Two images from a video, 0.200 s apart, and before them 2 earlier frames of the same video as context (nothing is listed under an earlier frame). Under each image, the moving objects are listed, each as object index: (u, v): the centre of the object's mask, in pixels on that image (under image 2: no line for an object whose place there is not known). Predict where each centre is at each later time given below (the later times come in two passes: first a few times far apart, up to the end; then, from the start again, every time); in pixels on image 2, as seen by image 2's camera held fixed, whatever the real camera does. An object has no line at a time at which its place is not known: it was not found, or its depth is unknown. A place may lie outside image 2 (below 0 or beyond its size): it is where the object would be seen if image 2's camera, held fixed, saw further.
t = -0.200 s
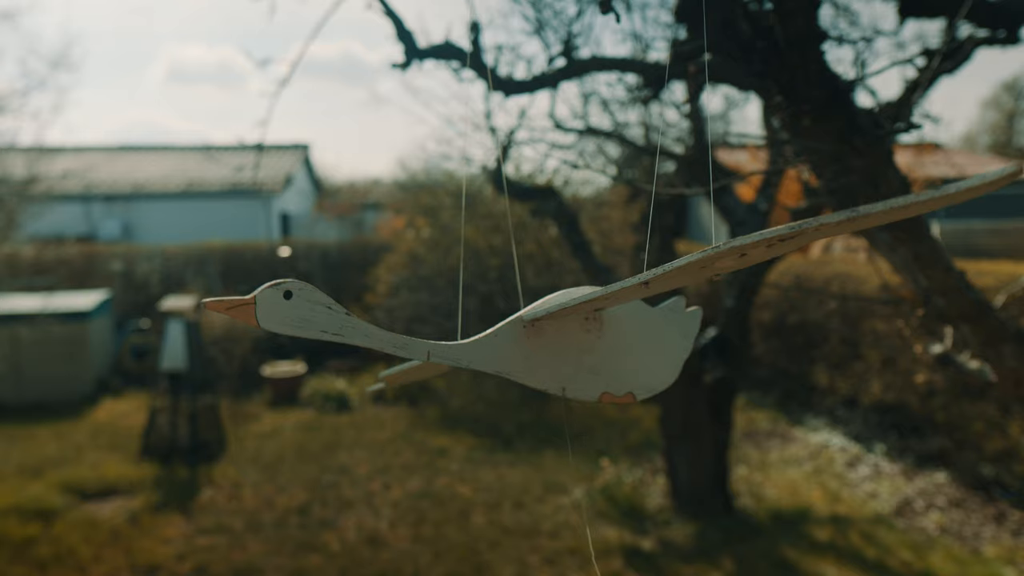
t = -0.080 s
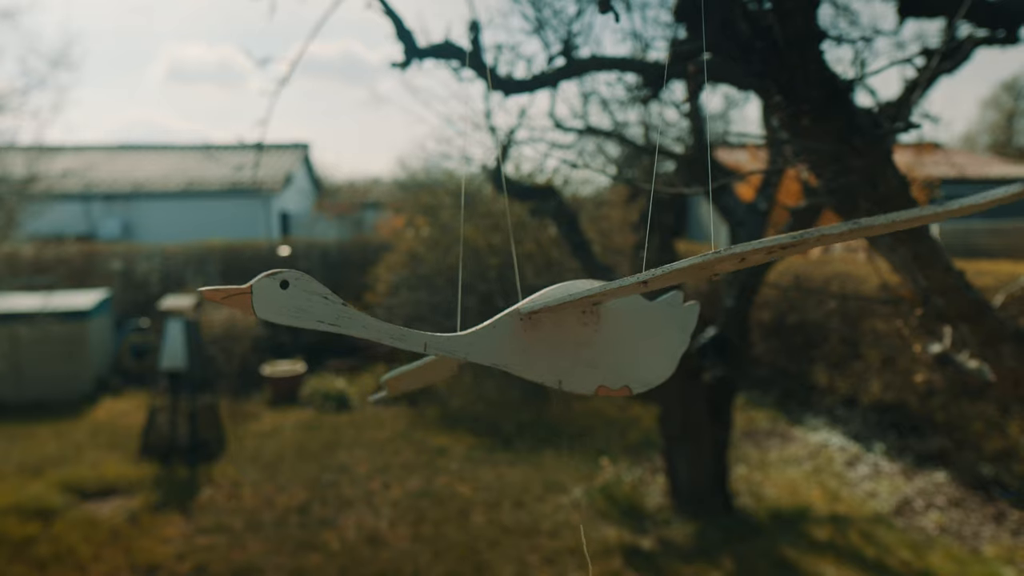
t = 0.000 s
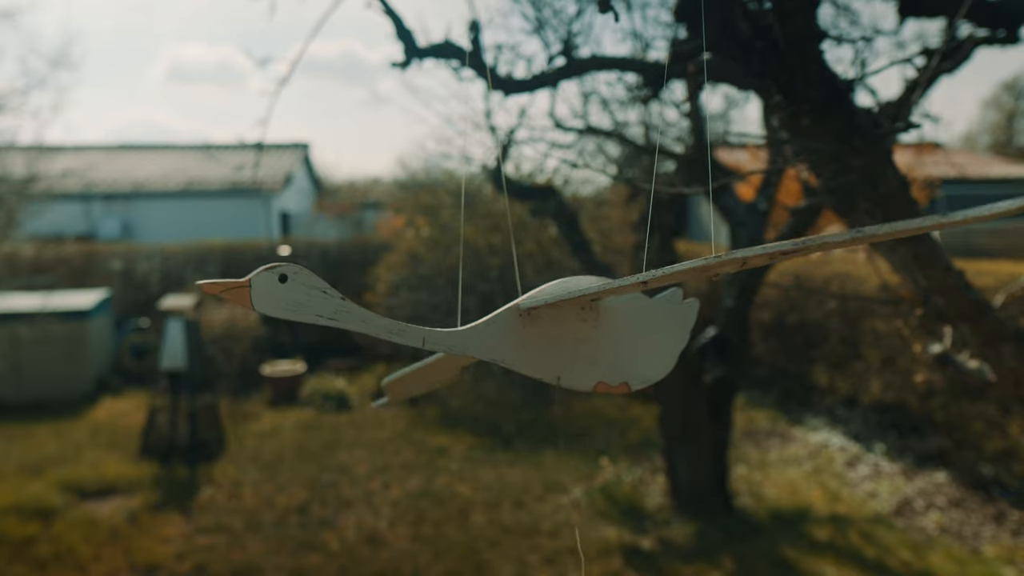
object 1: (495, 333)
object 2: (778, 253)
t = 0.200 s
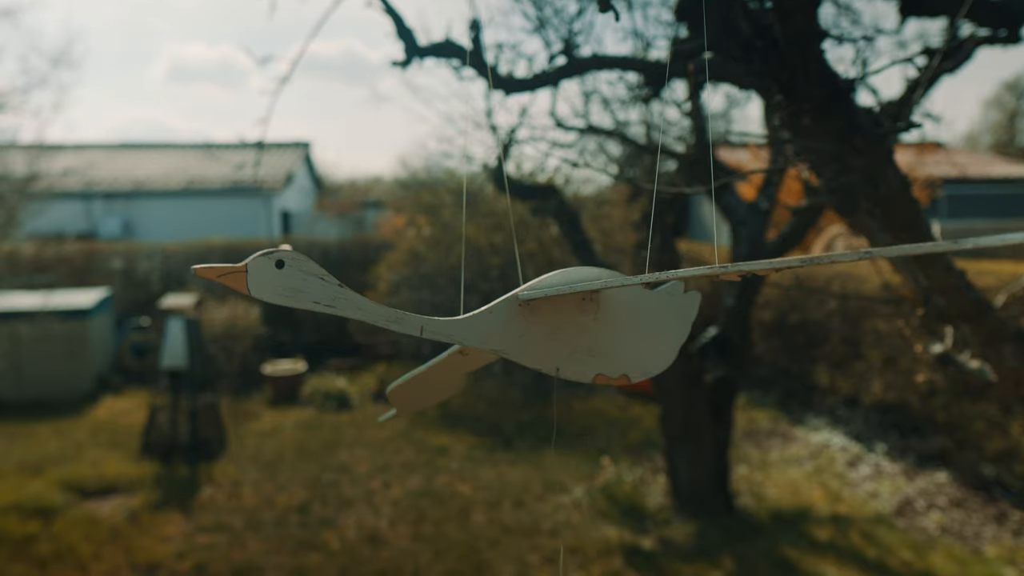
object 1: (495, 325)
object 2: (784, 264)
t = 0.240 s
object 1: (494, 323)
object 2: (786, 266)
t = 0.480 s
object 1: (492, 318)
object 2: (784, 274)
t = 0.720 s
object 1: (488, 316)
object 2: (778, 280)
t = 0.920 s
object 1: (486, 315)
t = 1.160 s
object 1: (486, 316)
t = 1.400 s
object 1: (487, 317)
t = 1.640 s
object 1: (490, 320)
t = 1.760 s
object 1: (490, 325)
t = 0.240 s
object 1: (494, 323)
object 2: (786, 266)
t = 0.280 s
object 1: (494, 321)
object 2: (789, 267)
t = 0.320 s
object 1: (493, 321)
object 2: (786, 269)
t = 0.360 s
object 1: (493, 320)
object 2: (787, 270)
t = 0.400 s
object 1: (492, 319)
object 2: (785, 272)
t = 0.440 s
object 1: (492, 319)
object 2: (784, 273)
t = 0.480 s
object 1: (492, 318)
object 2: (784, 274)
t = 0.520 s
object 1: (491, 318)
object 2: (784, 276)
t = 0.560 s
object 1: (490, 318)
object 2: (782, 276)
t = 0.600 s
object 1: (490, 317)
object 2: (781, 277)
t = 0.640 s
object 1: (489, 317)
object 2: (781, 279)
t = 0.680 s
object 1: (488, 317)
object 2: (780, 279)
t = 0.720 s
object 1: (488, 316)
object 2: (778, 280)
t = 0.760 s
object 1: (488, 316)
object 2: (778, 280)
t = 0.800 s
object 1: (487, 315)
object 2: (777, 280)
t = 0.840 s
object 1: (486, 315)
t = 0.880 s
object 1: (486, 315)
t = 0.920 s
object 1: (486, 315)
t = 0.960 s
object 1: (487, 314)
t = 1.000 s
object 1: (487, 314)
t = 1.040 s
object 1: (485, 315)
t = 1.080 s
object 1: (485, 315)
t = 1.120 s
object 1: (485, 316)
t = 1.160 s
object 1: (486, 316)
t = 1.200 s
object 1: (486, 315)
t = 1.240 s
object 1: (487, 315)
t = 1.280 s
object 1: (486, 316)
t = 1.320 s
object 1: (486, 316)
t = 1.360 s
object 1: (486, 317)
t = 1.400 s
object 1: (487, 317)
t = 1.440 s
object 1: (488, 317)
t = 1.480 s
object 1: (488, 317)
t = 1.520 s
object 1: (485, 321)
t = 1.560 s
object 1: (489, 319)
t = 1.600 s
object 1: (490, 320)
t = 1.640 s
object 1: (490, 320)
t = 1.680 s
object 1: (491, 321)
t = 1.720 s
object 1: (492, 322)
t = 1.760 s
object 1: (490, 325)
